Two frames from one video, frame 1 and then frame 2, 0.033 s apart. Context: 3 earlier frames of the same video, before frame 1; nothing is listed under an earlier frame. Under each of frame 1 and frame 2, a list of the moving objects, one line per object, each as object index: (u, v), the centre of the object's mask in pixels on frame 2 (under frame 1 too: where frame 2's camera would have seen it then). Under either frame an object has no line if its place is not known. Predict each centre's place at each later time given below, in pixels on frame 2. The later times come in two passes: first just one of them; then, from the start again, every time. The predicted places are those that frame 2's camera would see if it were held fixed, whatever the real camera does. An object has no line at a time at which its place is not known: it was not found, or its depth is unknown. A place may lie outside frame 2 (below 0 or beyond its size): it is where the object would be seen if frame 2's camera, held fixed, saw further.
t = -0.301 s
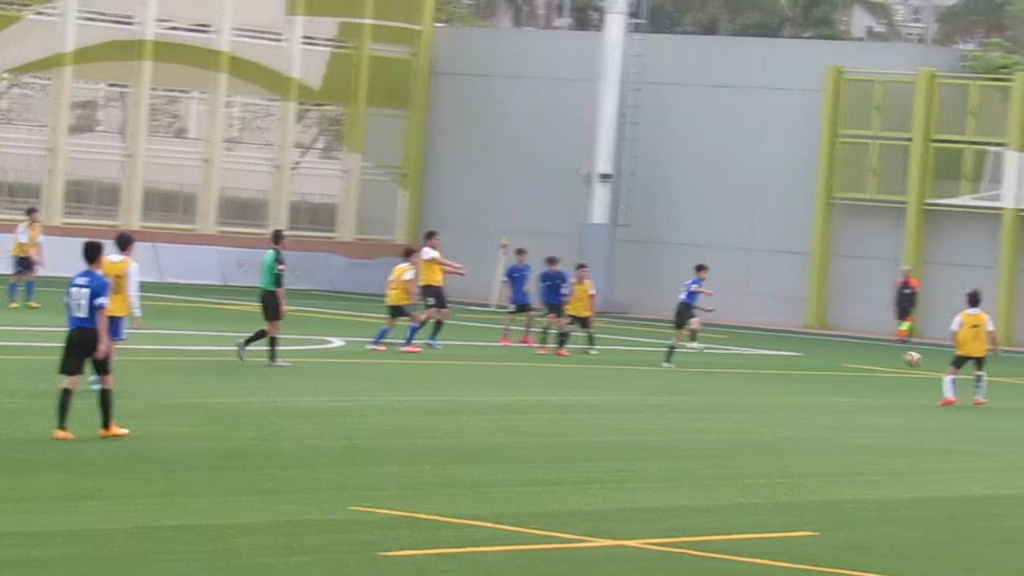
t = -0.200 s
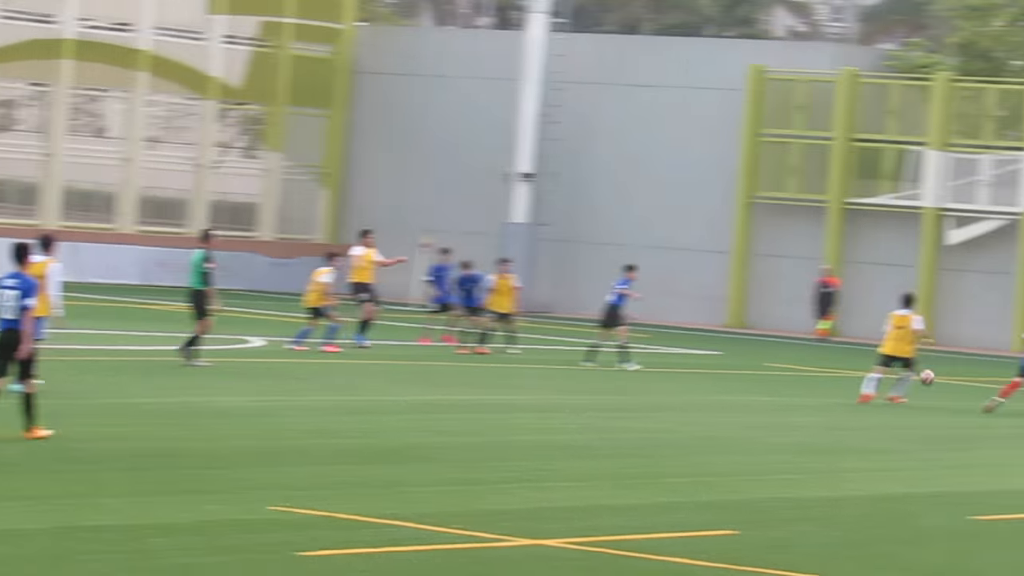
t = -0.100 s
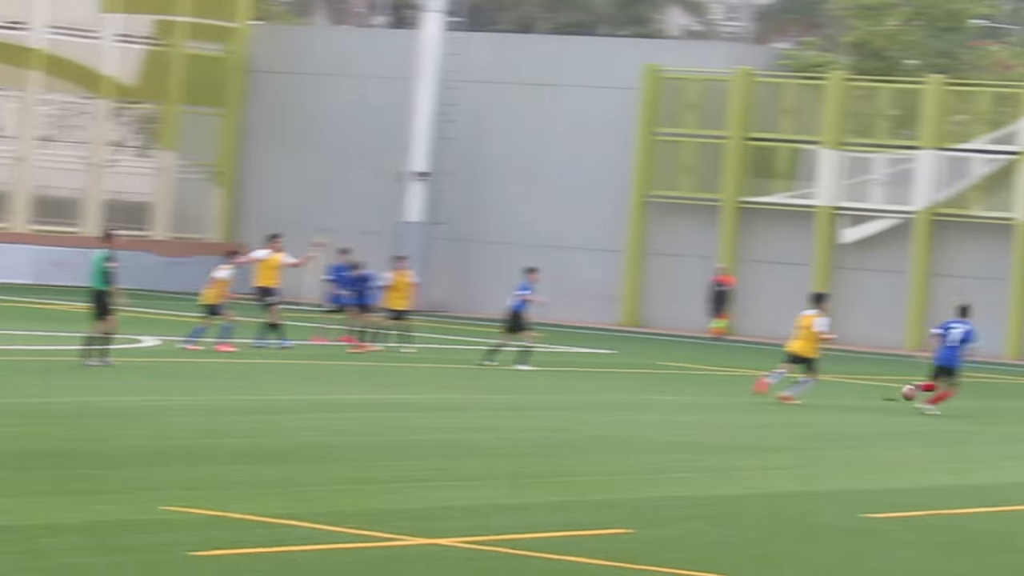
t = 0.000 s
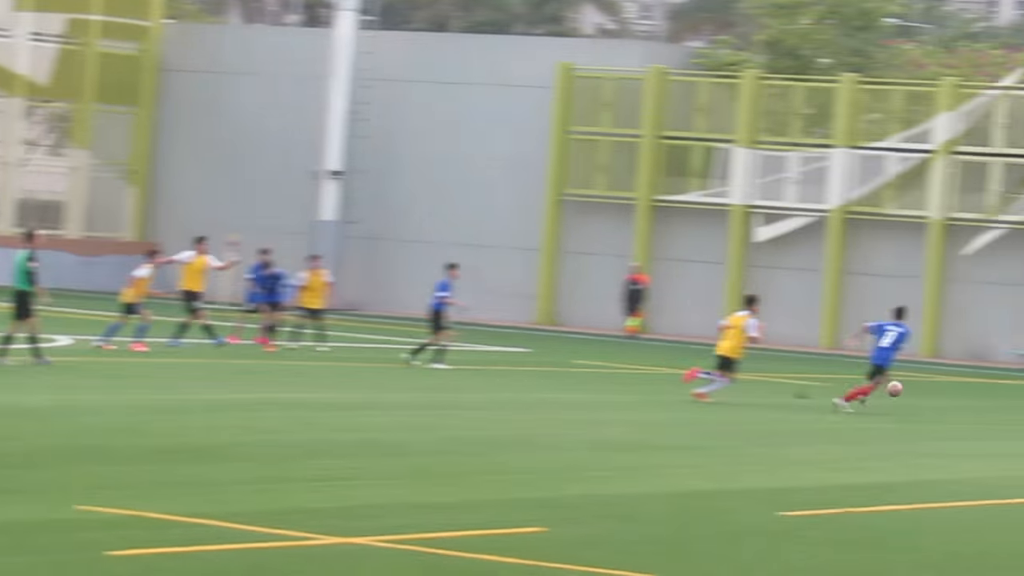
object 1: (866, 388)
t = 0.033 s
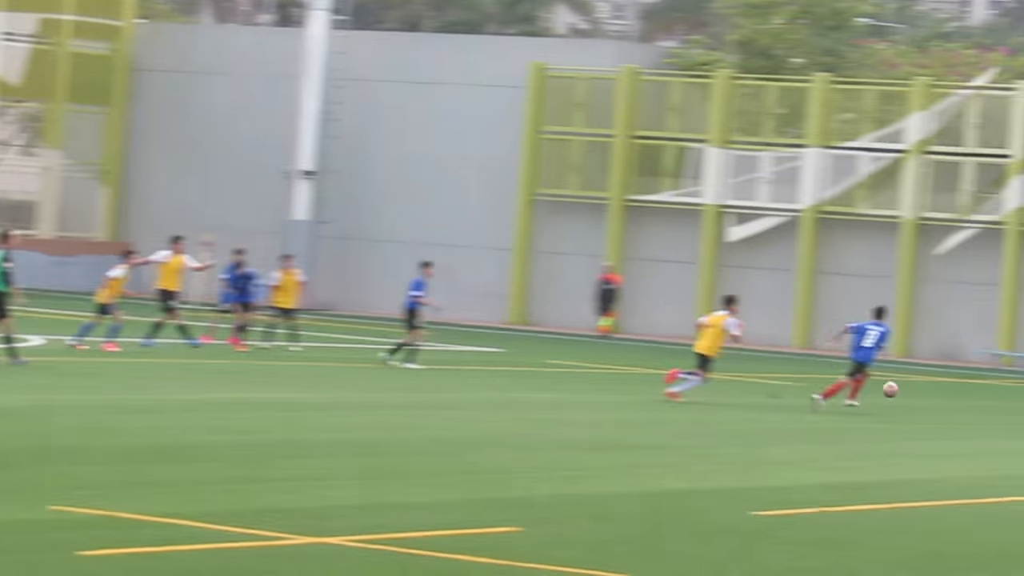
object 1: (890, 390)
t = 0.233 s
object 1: (1032, 414)
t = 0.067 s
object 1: (914, 392)
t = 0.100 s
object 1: (938, 395)
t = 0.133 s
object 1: (962, 398)
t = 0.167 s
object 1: (985, 402)
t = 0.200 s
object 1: (1009, 408)
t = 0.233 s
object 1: (1032, 414)
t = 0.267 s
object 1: (1053, 417)
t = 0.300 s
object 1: (1073, 416)
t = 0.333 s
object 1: (1092, 417)
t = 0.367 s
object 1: (1111, 418)
